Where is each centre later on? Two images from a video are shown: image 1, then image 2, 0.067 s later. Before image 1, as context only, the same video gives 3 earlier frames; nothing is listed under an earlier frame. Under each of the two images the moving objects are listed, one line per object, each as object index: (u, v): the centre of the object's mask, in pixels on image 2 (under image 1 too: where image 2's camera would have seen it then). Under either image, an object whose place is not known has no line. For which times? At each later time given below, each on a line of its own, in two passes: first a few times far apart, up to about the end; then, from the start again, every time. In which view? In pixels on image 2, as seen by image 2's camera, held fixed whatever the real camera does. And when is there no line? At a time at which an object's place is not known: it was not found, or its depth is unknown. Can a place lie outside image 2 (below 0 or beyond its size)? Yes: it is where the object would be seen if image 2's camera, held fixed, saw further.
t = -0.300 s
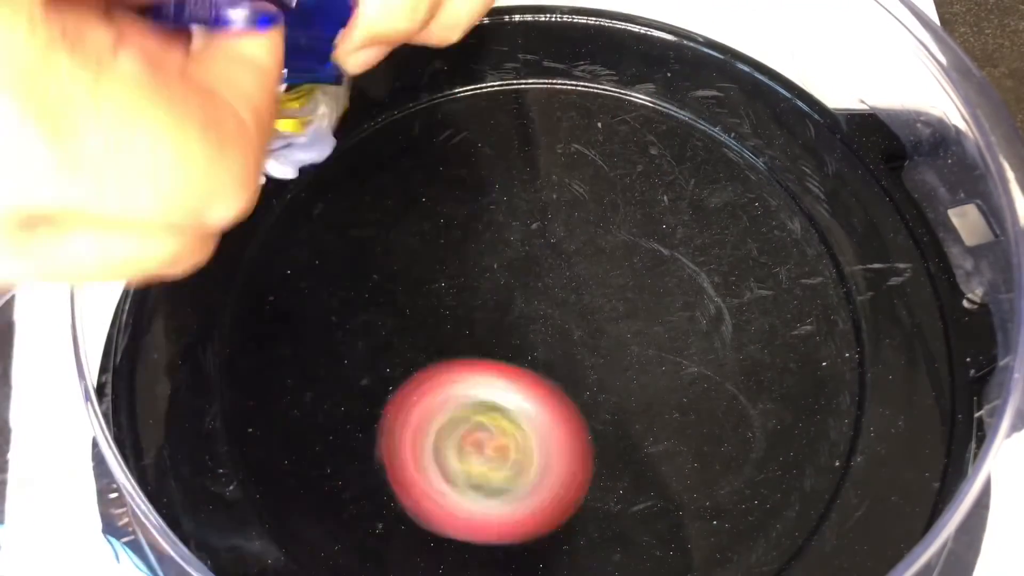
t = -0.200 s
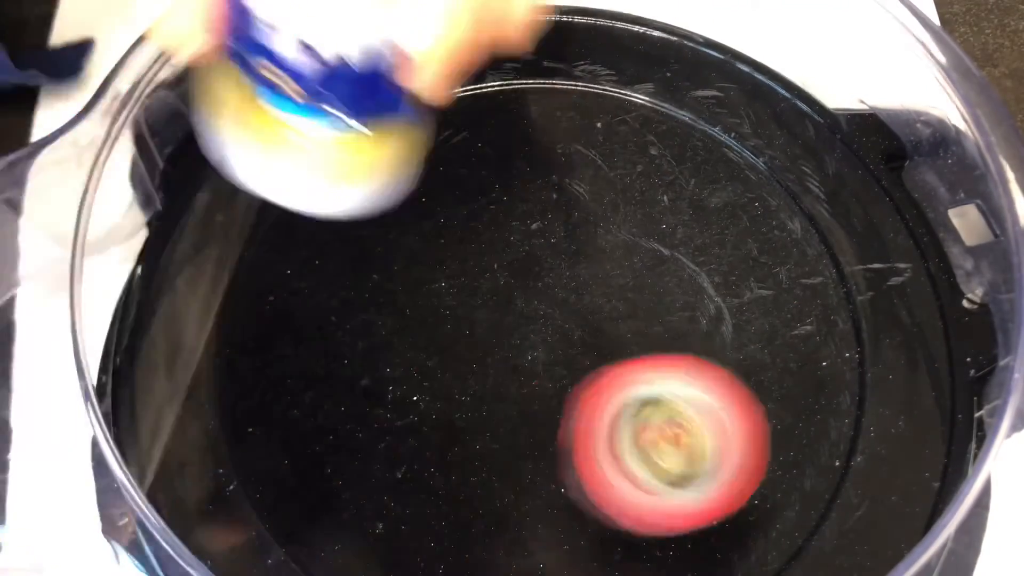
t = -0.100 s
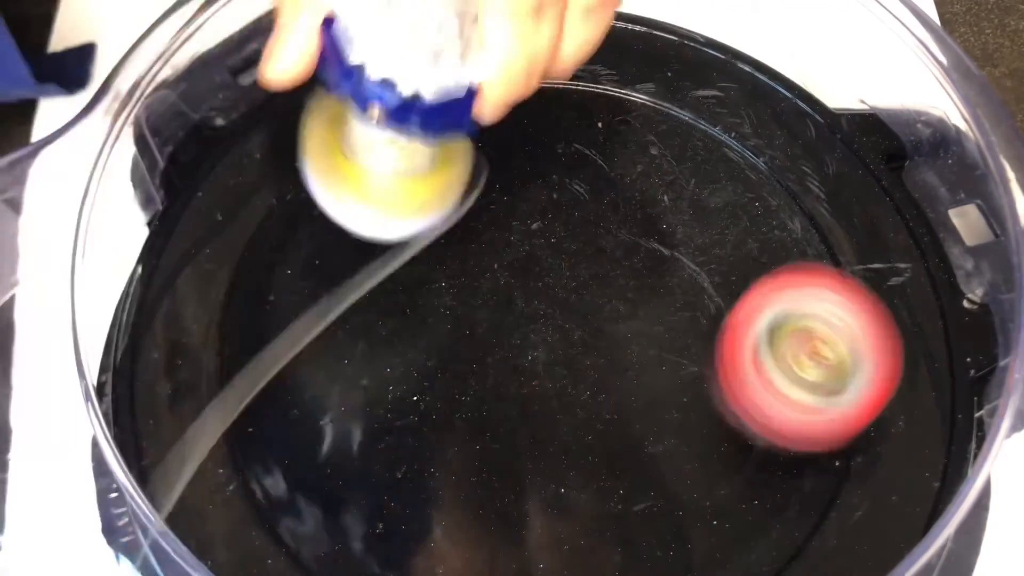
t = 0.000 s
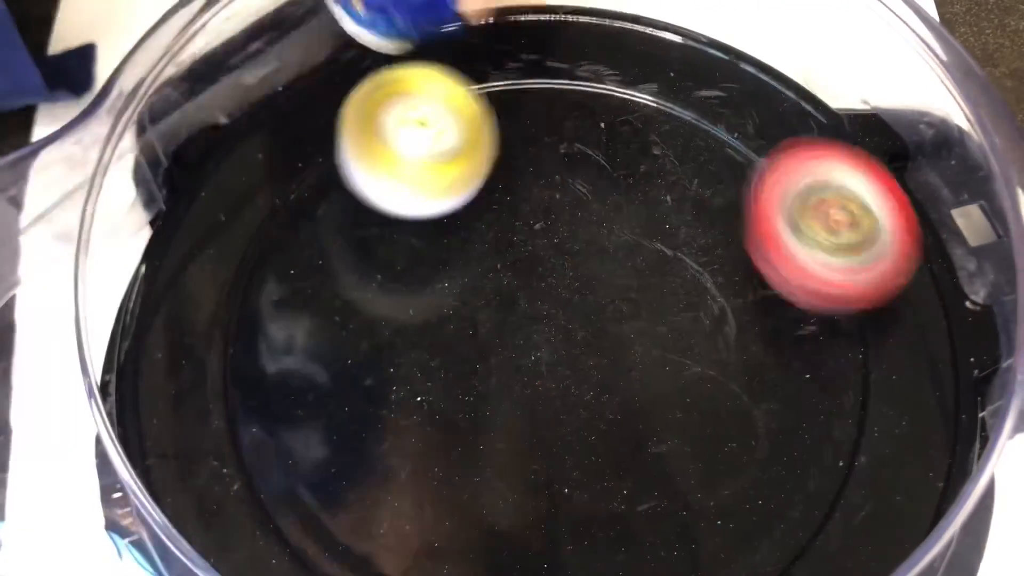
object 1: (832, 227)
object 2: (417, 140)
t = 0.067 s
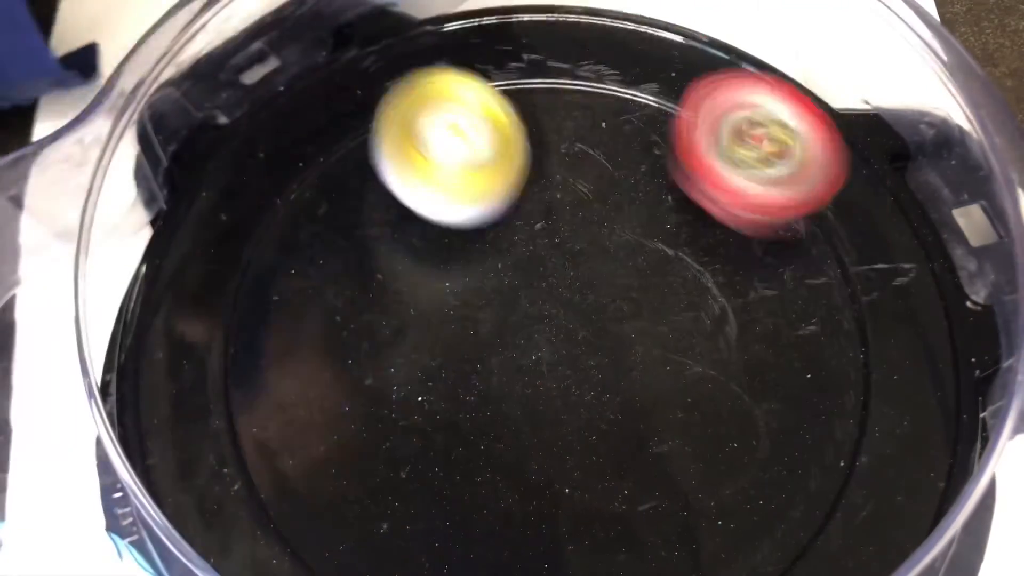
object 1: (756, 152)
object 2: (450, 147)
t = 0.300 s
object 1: (497, 73)
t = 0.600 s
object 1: (388, 362)
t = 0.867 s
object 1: (665, 335)
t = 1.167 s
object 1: (591, 202)
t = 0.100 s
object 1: (709, 118)
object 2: (471, 164)
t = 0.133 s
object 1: (651, 89)
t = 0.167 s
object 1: (599, 71)
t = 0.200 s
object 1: (576, 58)
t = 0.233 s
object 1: (554, 56)
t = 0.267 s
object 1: (527, 61)
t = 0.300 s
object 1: (497, 73)
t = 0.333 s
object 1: (464, 96)
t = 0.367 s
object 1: (431, 128)
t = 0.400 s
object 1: (401, 169)
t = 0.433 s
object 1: (376, 213)
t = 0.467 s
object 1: (356, 262)
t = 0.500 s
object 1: (346, 315)
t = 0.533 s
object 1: (351, 352)
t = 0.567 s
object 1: (365, 363)
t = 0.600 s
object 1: (388, 362)
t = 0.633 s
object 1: (414, 370)
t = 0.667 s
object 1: (447, 375)
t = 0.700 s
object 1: (487, 375)
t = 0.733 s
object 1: (524, 372)
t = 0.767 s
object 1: (562, 366)
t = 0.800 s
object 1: (600, 360)
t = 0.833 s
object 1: (634, 351)
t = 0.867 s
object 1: (665, 335)
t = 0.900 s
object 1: (686, 323)
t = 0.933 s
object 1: (701, 305)
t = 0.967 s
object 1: (696, 283)
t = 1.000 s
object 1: (685, 271)
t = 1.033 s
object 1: (672, 252)
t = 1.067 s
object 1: (655, 237)
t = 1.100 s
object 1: (636, 223)
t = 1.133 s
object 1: (613, 210)
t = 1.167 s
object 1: (591, 202)
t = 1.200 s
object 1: (575, 202)
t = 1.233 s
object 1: (552, 199)
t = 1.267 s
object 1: (526, 198)
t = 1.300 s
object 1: (501, 200)
